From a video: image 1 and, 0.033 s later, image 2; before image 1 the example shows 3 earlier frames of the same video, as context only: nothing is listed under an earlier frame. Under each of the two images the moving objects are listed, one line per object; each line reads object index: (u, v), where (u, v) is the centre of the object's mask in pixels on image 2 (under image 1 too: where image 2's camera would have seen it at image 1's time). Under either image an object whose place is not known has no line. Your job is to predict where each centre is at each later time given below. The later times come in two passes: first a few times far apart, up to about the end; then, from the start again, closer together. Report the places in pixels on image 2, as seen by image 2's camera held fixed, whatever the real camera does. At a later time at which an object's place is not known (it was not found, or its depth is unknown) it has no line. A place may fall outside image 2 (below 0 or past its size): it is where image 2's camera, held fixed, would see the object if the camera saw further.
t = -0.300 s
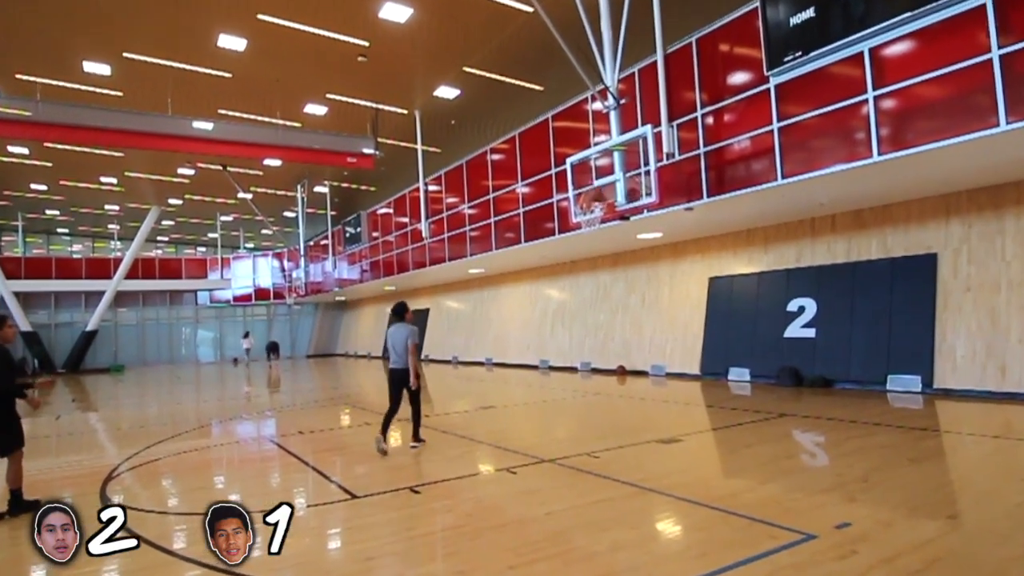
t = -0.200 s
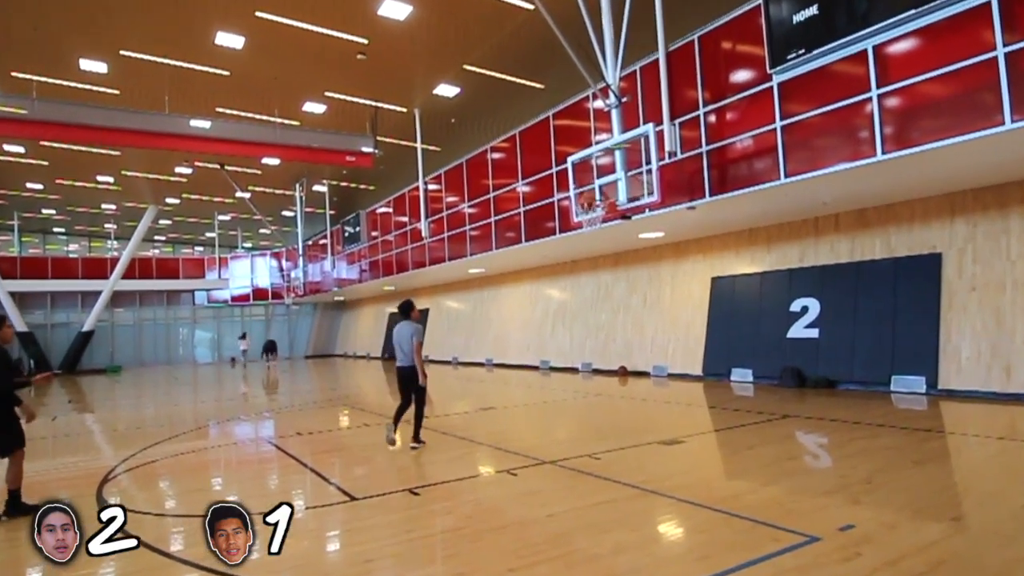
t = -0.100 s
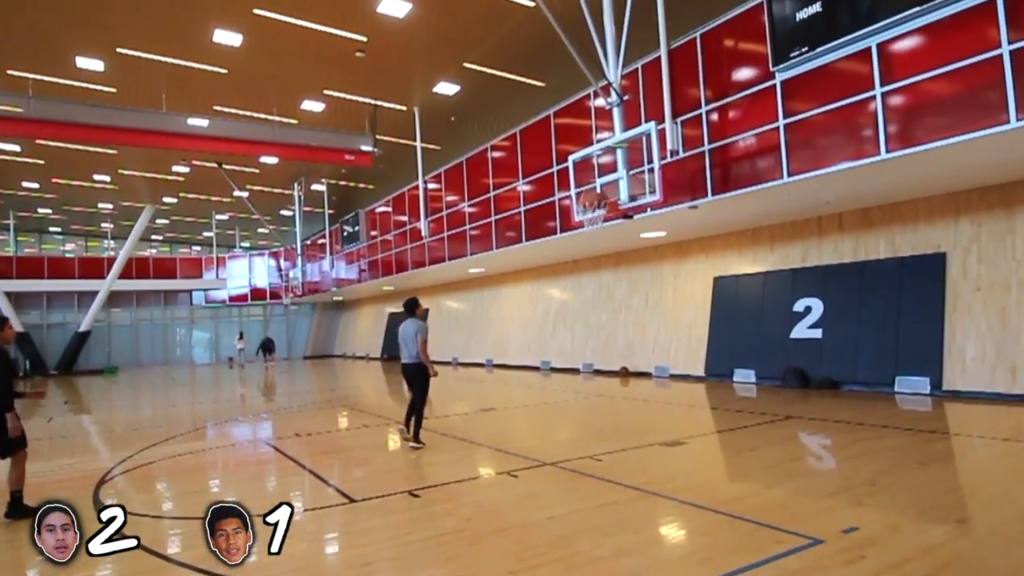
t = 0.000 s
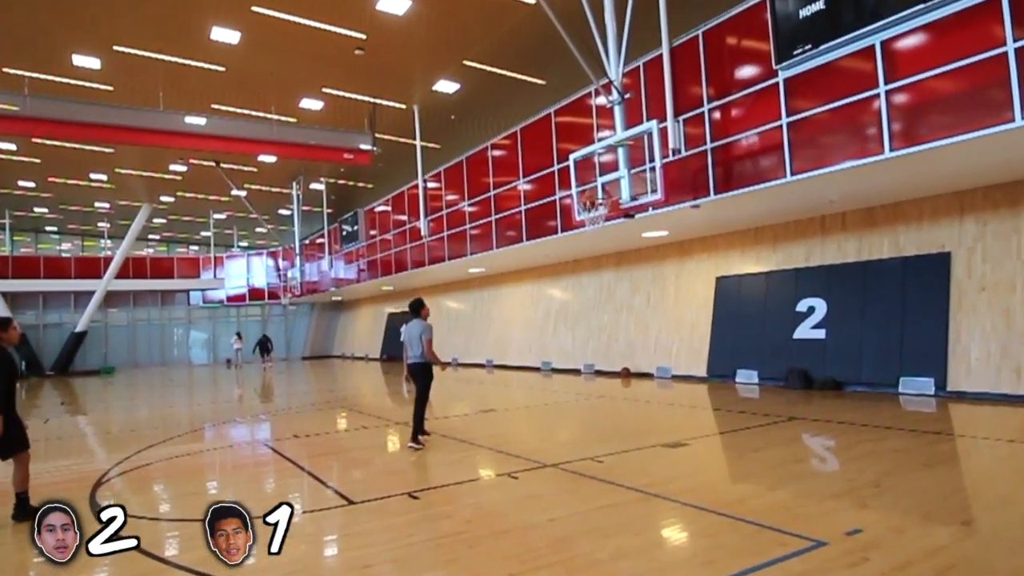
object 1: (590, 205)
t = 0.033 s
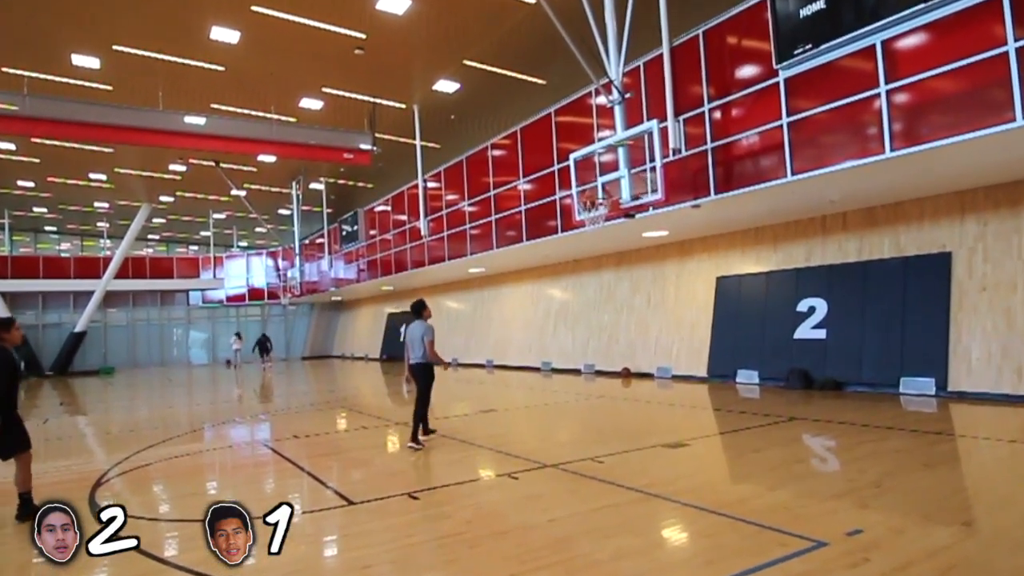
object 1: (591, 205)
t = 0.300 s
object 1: (605, 213)
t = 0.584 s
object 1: (598, 249)
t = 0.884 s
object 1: (592, 338)
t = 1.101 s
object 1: (587, 385)
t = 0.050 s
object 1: (591, 205)
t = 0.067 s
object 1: (591, 205)
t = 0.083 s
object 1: (589, 201)
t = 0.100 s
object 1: (594, 205)
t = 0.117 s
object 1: (596, 205)
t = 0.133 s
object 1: (597, 205)
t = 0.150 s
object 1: (600, 207)
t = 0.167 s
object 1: (601, 207)
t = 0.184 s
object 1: (602, 207)
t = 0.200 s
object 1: (604, 208)
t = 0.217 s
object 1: (605, 209)
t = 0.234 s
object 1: (605, 210)
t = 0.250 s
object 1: (606, 213)
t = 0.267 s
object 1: (605, 213)
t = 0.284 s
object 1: (605, 212)
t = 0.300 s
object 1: (605, 213)
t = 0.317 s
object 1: (607, 216)
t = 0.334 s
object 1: (607, 217)
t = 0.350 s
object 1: (606, 219)
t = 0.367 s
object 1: (606, 219)
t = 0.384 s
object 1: (605, 221)
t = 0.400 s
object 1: (604, 221)
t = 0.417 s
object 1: (603, 221)
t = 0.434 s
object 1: (603, 225)
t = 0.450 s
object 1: (604, 230)
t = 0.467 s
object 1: (603, 231)
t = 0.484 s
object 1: (602, 232)
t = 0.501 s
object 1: (601, 234)
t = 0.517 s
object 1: (600, 237)
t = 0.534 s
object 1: (600, 240)
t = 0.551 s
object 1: (599, 243)
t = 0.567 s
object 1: (599, 246)
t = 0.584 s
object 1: (598, 249)
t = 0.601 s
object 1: (598, 253)
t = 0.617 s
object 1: (597, 256)
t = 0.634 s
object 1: (597, 260)
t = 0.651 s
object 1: (597, 265)
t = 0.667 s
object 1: (596, 269)
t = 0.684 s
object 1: (596, 273)
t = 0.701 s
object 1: (595, 277)
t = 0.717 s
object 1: (595, 282)
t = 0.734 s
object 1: (595, 287)
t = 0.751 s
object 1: (594, 292)
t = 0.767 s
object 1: (594, 297)
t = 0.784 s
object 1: (593, 302)
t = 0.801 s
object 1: (593, 308)
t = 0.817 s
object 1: (593, 314)
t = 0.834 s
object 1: (593, 320)
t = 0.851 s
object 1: (592, 326)
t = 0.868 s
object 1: (592, 332)
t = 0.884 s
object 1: (592, 338)
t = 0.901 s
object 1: (592, 344)
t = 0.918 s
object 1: (592, 351)
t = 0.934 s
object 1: (591, 358)
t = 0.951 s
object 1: (591, 365)
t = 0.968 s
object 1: (591, 372)
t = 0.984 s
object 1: (591, 379)
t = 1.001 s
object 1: (591, 387)
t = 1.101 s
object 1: (587, 385)
